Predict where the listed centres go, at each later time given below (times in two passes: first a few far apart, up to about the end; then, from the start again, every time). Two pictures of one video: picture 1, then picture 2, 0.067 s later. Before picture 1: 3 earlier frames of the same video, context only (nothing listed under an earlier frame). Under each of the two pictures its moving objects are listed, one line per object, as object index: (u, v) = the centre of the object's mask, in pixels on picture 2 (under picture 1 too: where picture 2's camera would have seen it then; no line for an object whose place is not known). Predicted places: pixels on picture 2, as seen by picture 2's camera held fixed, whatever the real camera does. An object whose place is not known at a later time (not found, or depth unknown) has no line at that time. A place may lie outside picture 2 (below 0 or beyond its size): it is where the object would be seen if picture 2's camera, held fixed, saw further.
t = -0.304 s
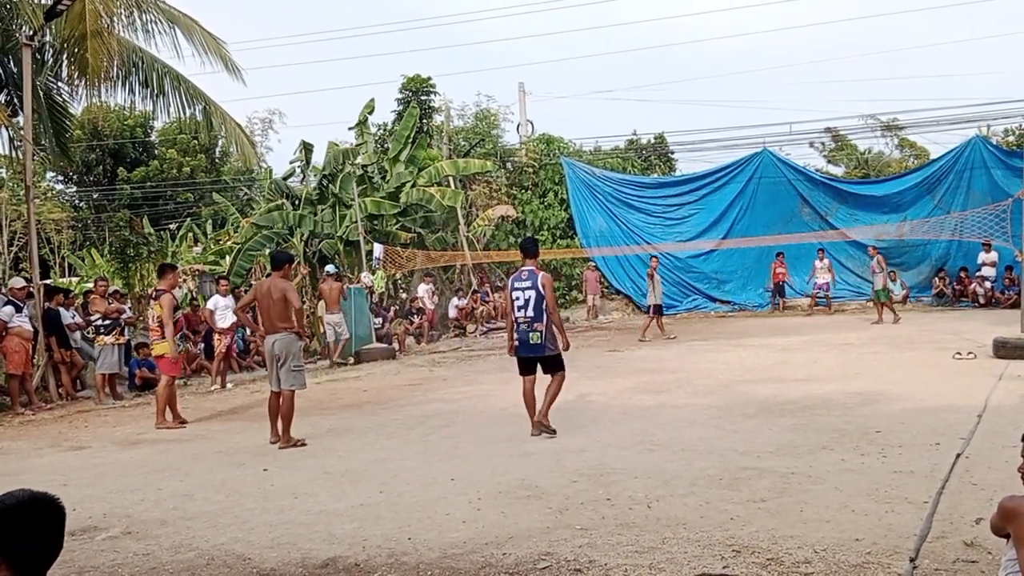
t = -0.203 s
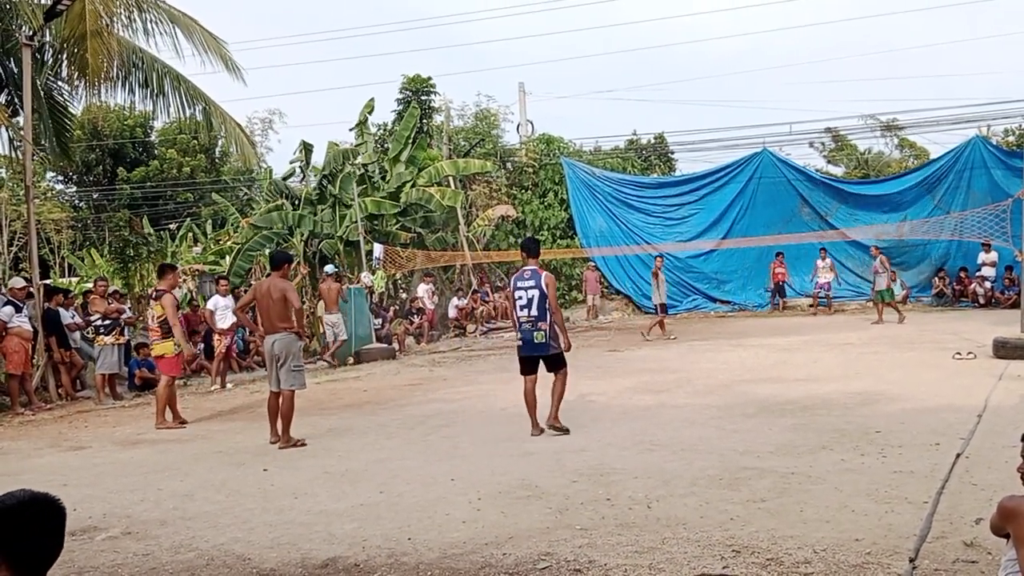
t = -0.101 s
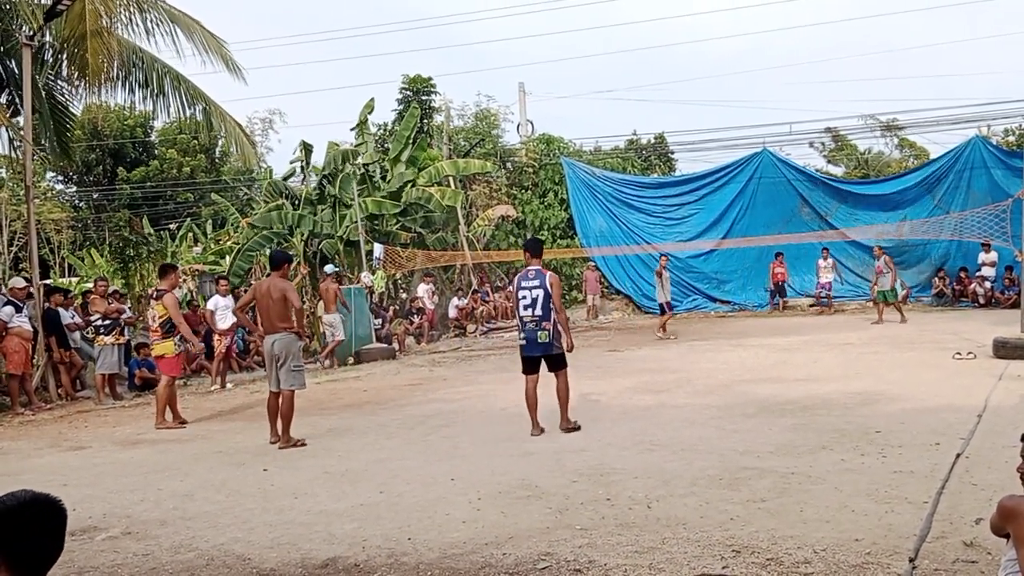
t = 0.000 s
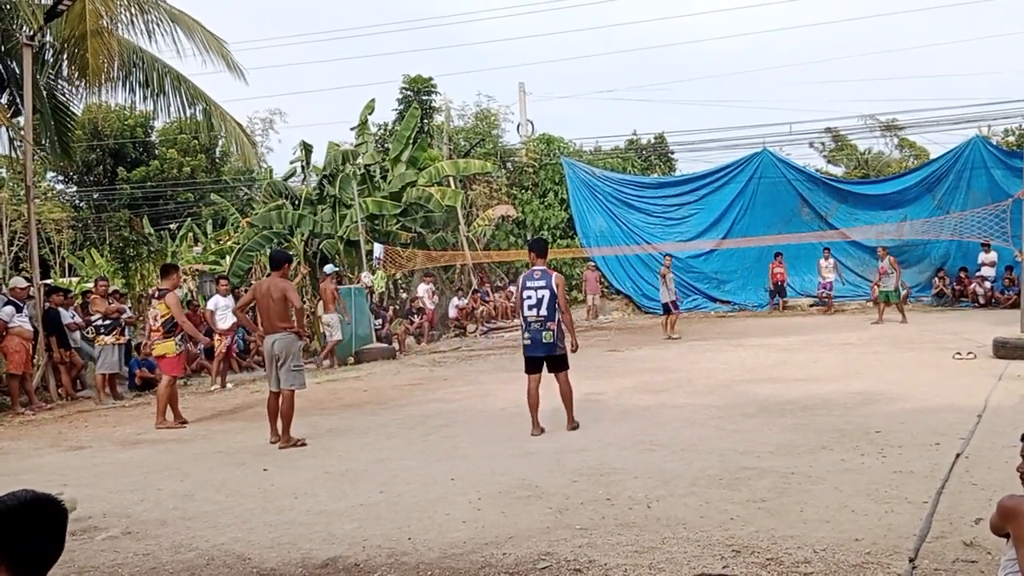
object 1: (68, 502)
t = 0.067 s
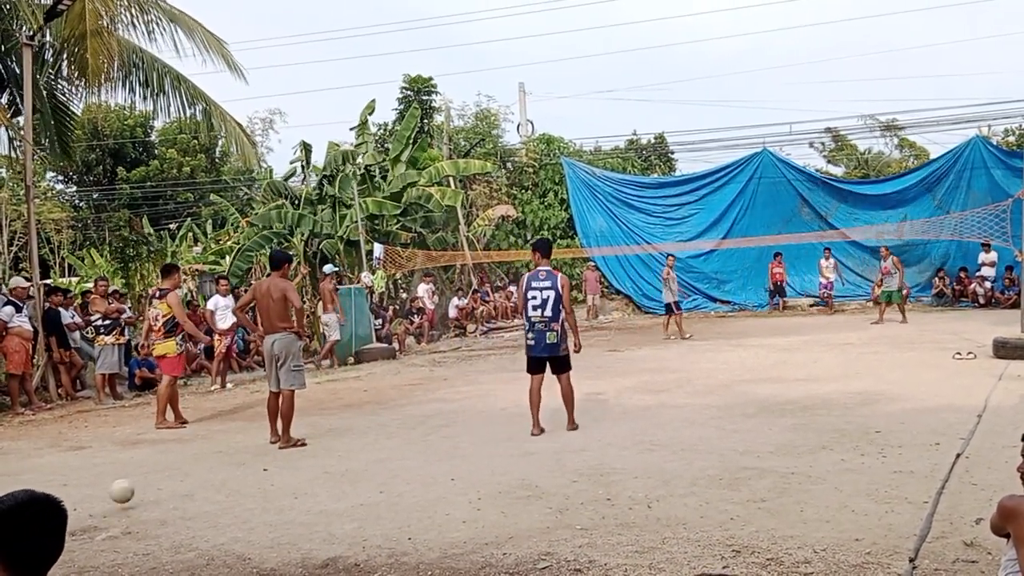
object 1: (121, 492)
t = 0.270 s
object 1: (252, 456)
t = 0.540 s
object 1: (391, 430)
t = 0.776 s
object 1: (492, 426)
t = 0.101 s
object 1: (145, 481)
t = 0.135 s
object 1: (168, 473)
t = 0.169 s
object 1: (190, 465)
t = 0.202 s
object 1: (211, 461)
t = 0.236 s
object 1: (232, 458)
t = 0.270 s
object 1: (252, 456)
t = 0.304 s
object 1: (272, 457)
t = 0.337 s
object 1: (291, 458)
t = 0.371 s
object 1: (309, 462)
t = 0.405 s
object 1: (328, 457)
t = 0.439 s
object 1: (344, 446)
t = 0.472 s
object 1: (360, 439)
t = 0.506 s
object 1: (377, 433)
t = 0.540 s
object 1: (391, 430)
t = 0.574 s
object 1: (407, 427)
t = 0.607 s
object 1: (423, 426)
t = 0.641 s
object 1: (437, 427)
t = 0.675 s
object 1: (452, 428)
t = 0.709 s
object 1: (466, 434)
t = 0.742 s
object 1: (479, 433)
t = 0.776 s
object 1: (492, 426)
